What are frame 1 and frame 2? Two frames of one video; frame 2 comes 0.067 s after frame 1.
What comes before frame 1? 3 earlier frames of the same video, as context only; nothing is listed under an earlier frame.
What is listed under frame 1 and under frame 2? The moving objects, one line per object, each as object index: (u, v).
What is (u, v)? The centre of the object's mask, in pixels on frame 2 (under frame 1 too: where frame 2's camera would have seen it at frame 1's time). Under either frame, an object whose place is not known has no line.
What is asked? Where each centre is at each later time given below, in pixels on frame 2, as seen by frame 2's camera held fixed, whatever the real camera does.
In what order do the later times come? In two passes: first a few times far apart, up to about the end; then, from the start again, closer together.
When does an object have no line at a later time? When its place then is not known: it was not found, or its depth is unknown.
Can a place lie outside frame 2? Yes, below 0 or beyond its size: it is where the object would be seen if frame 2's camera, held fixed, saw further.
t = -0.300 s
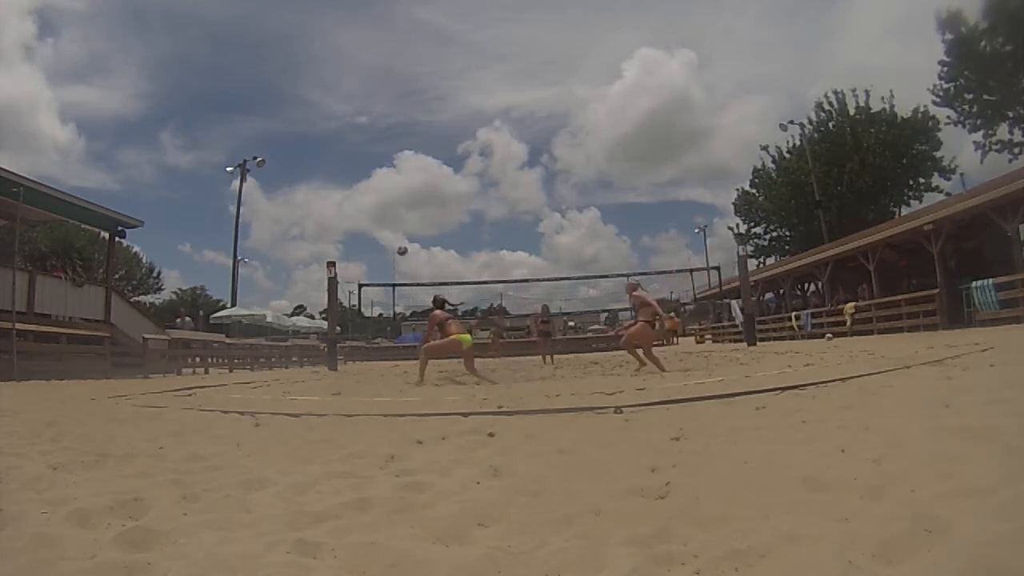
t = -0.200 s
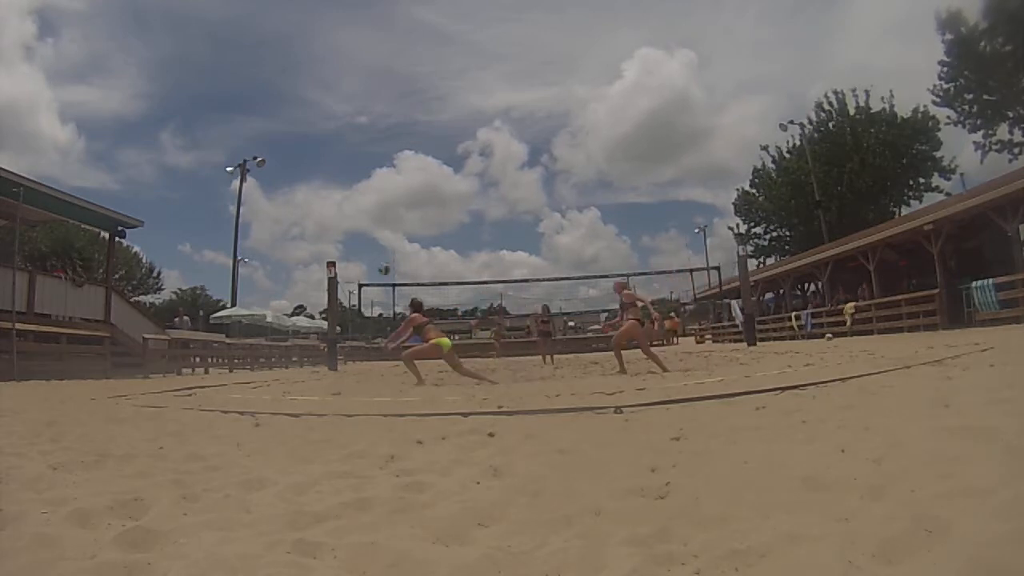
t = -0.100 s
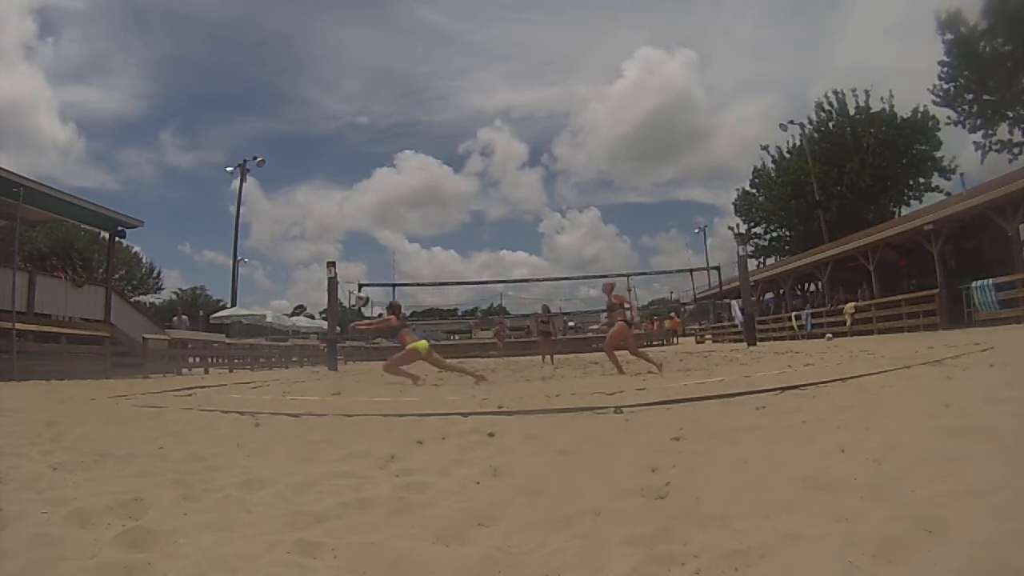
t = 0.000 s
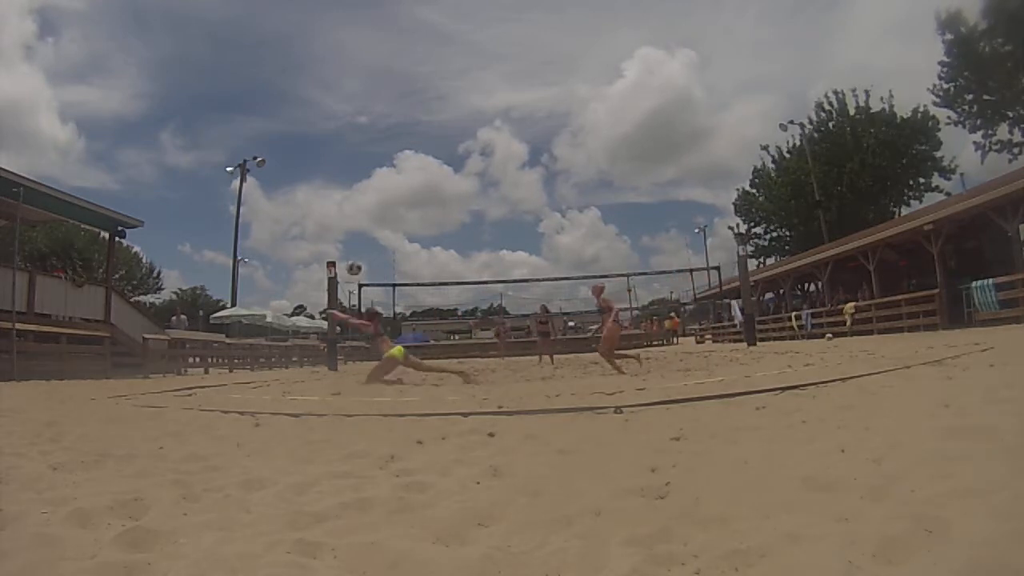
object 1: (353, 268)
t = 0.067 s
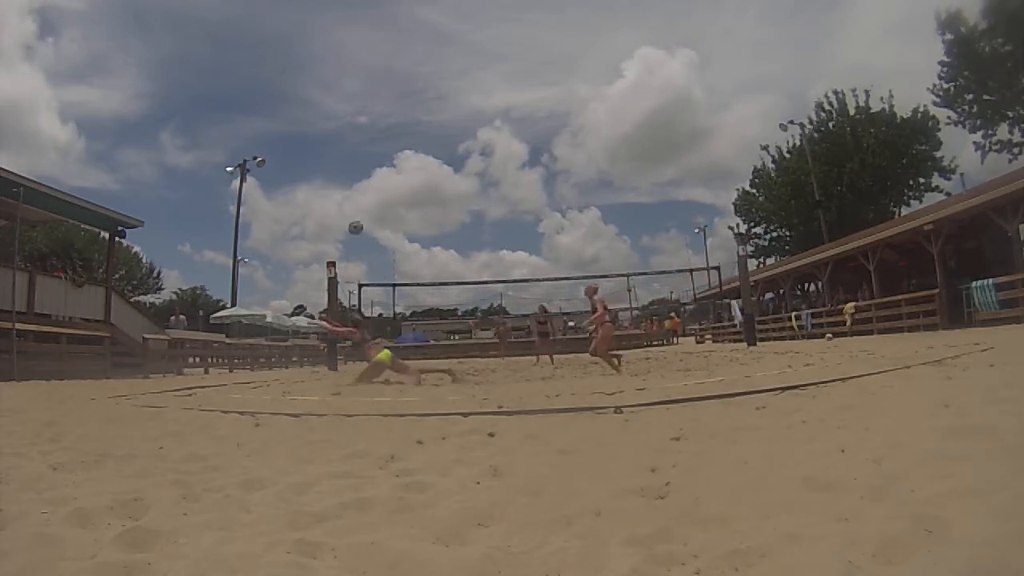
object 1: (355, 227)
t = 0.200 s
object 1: (360, 159)
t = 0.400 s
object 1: (370, 85)
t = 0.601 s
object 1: (380, 39)
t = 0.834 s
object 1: (391, 11)
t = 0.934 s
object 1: (396, 6)
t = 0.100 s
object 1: (356, 209)
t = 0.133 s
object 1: (357, 192)
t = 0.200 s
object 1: (360, 159)
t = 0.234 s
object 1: (362, 146)
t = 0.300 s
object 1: (365, 119)
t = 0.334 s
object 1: (366, 108)
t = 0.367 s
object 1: (368, 96)
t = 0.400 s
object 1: (370, 85)
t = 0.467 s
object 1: (373, 68)
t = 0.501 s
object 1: (375, 60)
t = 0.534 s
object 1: (377, 52)
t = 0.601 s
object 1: (380, 39)
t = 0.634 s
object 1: (382, 33)
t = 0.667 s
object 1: (384, 28)
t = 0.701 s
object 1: (385, 24)
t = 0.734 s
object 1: (386, 19)
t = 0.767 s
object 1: (388, 17)
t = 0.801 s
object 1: (390, 13)
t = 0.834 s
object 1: (391, 11)
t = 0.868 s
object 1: (393, 8)
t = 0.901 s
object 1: (394, 7)
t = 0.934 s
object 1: (396, 6)
